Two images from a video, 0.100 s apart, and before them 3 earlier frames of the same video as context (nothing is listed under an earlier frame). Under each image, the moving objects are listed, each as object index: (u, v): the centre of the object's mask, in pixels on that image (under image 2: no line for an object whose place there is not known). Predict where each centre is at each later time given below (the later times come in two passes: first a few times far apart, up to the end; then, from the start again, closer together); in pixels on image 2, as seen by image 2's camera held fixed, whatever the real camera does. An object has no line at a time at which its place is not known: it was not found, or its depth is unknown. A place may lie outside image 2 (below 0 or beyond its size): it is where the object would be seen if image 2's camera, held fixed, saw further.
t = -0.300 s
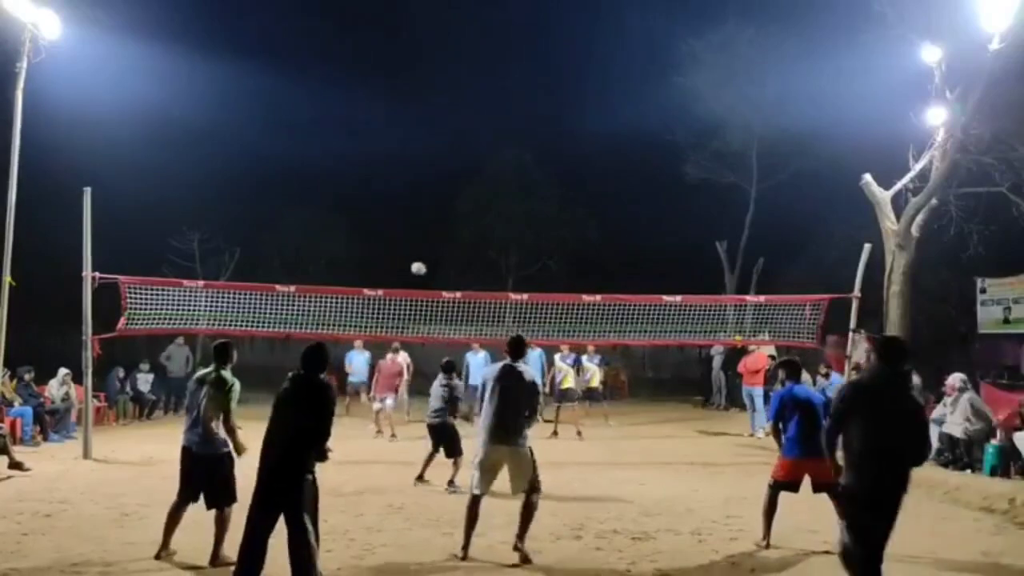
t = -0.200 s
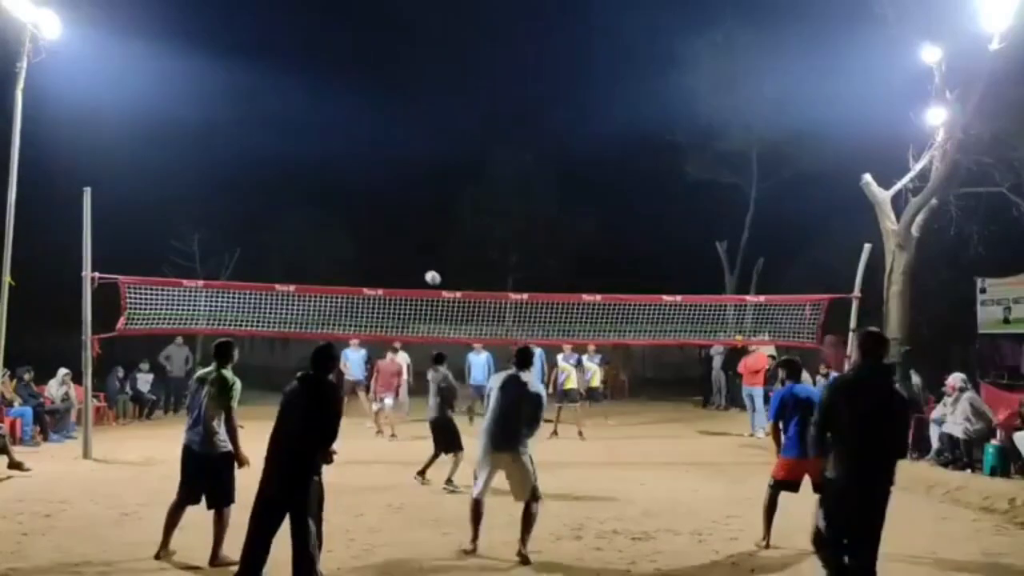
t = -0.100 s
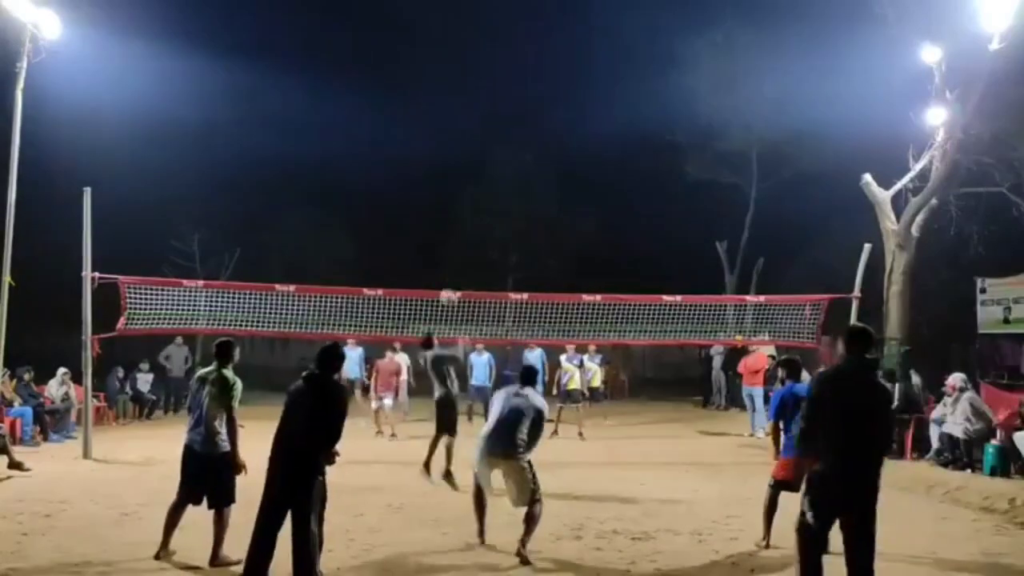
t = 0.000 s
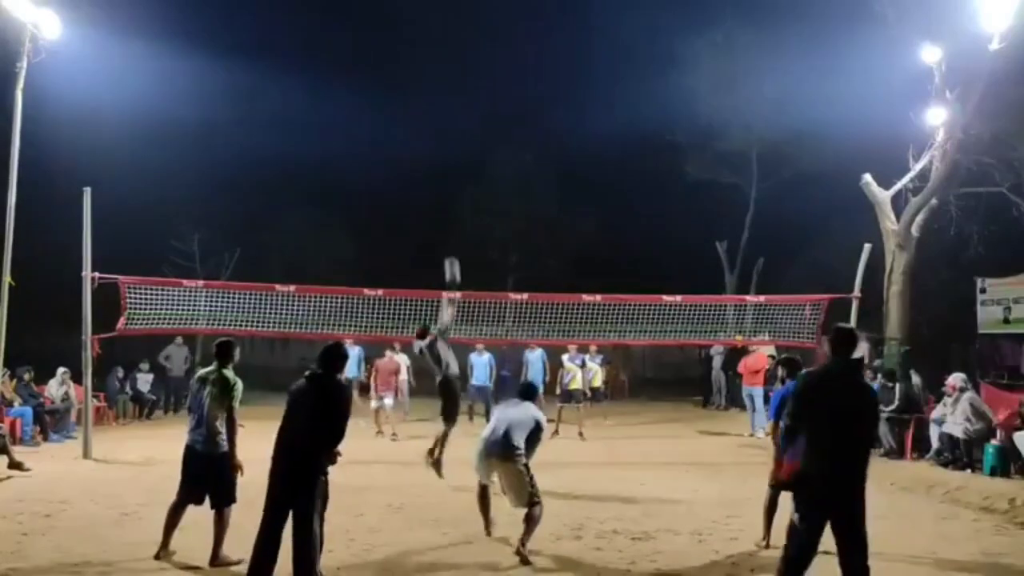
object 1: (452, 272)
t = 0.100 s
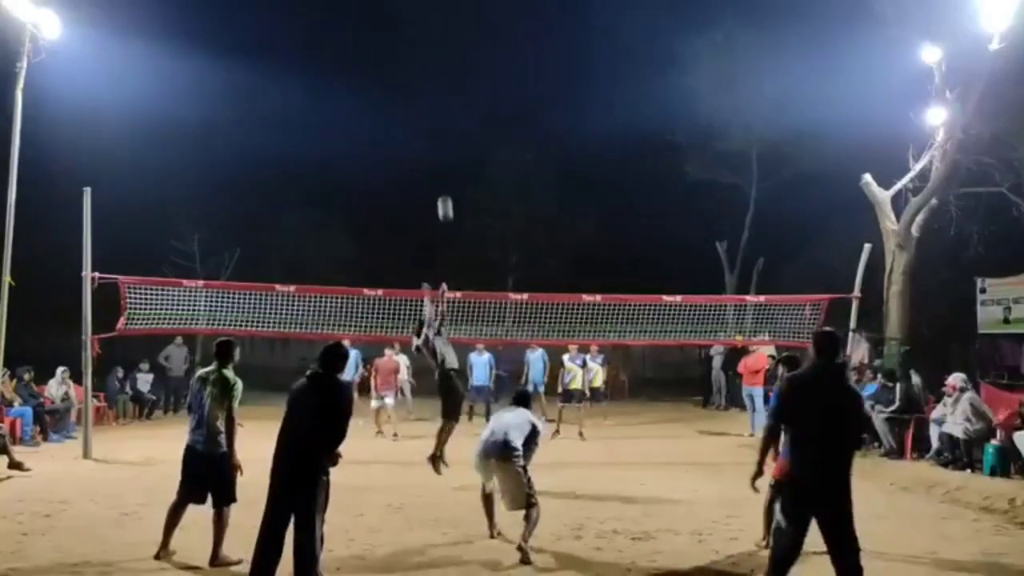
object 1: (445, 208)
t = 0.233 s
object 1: (437, 142)
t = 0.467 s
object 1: (425, 61)
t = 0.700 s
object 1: (413, 26)
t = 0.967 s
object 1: (399, 37)
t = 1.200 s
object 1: (387, 86)
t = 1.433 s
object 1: (373, 171)
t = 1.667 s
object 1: (358, 282)
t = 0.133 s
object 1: (443, 190)
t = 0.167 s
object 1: (441, 173)
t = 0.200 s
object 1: (439, 157)
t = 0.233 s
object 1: (437, 142)
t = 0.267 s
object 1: (435, 128)
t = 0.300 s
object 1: (434, 115)
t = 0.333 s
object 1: (432, 102)
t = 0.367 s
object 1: (430, 91)
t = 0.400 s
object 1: (428, 80)
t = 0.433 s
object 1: (427, 71)
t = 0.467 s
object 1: (425, 61)
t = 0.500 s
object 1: (423, 54)
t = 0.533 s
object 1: (421, 47)
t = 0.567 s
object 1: (420, 41)
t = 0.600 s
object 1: (418, 36)
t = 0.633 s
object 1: (416, 33)
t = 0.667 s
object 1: (414, 29)
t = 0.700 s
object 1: (413, 26)
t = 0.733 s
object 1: (411, 25)
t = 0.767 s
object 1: (409, 24)
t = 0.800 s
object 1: (408, 24)
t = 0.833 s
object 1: (406, 25)
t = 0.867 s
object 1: (404, 27)
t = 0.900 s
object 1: (403, 29)
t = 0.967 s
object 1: (399, 37)
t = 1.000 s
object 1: (398, 41)
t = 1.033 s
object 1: (396, 47)
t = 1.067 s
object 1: (394, 53)
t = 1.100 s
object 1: (392, 60)
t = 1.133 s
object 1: (391, 68)
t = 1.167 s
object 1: (389, 77)
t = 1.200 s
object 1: (387, 86)
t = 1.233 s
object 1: (384, 96)
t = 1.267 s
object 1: (383, 107)
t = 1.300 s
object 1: (382, 118)
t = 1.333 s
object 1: (379, 131)
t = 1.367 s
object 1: (377, 143)
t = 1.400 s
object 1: (375, 156)
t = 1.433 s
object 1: (373, 171)
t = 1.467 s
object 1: (372, 185)
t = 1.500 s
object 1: (369, 201)
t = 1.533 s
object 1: (367, 216)
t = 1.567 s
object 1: (365, 232)
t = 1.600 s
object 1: (362, 251)
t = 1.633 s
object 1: (360, 268)
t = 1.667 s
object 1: (358, 282)
